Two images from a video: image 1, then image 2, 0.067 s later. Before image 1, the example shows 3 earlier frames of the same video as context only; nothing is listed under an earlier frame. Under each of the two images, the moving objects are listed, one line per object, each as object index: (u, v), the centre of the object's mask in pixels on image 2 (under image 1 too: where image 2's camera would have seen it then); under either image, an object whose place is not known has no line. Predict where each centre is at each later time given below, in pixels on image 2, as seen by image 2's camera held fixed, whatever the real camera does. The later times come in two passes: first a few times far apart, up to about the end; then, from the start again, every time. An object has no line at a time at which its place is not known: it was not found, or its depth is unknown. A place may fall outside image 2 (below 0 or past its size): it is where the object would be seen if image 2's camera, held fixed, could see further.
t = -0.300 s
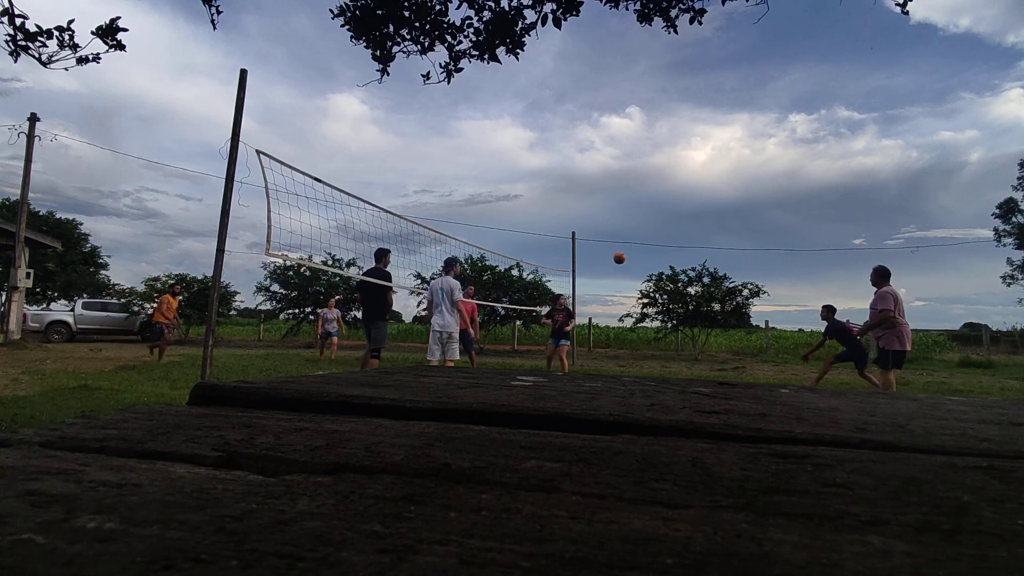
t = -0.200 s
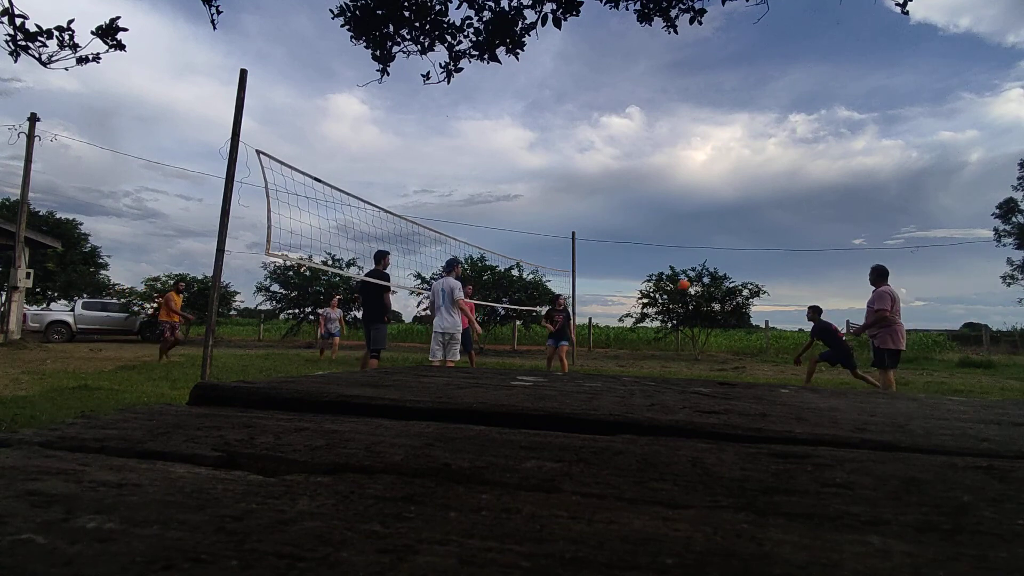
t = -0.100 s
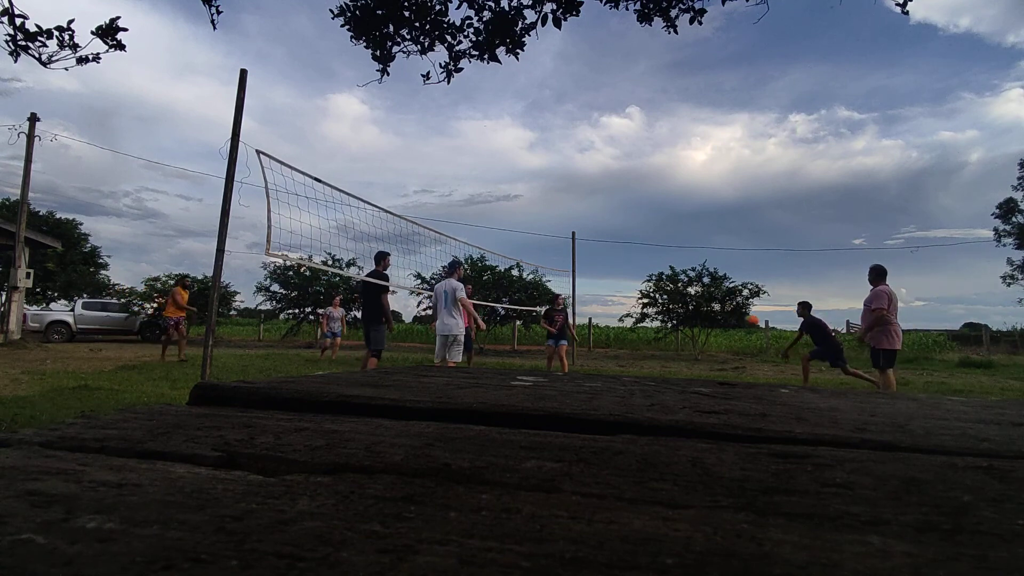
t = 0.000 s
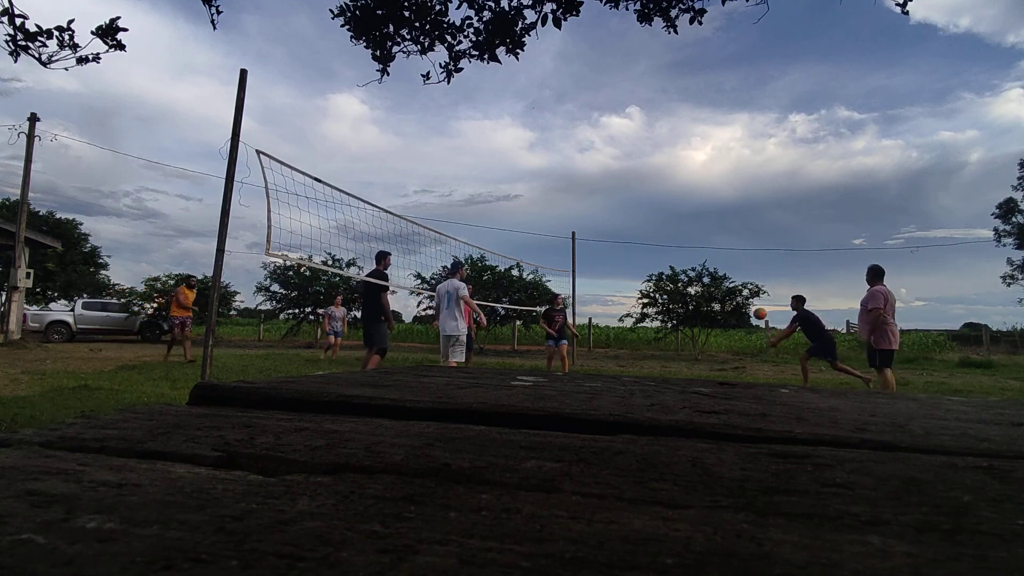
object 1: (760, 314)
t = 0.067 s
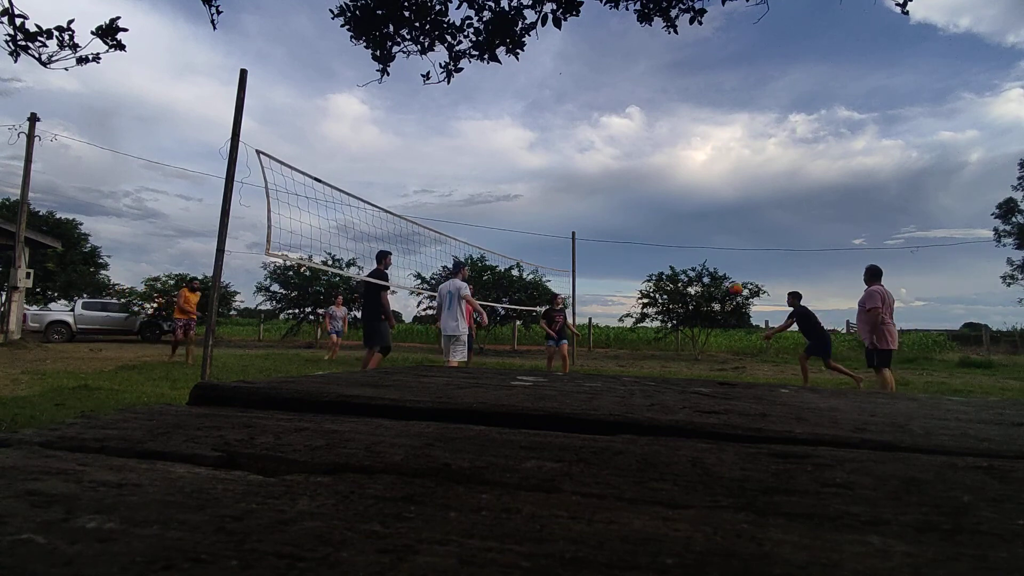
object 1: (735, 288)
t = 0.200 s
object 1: (688, 248)
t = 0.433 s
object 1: (612, 205)
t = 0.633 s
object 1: (551, 193)
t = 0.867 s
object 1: (483, 207)
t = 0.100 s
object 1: (723, 277)
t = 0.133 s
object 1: (712, 266)
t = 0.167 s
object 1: (700, 257)
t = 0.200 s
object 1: (688, 248)
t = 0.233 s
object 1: (677, 240)
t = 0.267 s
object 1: (666, 232)
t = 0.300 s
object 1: (655, 225)
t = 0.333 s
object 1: (644, 219)
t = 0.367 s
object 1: (633, 214)
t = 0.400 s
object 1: (623, 209)
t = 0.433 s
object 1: (612, 205)
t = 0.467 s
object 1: (602, 201)
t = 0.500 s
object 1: (591, 198)
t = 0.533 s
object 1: (581, 196)
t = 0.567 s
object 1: (571, 194)
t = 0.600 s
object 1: (561, 194)
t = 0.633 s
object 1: (551, 193)
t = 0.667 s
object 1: (541, 193)
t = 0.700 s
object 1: (531, 194)
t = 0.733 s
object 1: (521, 196)
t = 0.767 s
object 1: (512, 198)
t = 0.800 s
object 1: (502, 200)
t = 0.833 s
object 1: (492, 204)
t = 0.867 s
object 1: (483, 207)
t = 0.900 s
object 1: (473, 212)
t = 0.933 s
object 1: (464, 217)
